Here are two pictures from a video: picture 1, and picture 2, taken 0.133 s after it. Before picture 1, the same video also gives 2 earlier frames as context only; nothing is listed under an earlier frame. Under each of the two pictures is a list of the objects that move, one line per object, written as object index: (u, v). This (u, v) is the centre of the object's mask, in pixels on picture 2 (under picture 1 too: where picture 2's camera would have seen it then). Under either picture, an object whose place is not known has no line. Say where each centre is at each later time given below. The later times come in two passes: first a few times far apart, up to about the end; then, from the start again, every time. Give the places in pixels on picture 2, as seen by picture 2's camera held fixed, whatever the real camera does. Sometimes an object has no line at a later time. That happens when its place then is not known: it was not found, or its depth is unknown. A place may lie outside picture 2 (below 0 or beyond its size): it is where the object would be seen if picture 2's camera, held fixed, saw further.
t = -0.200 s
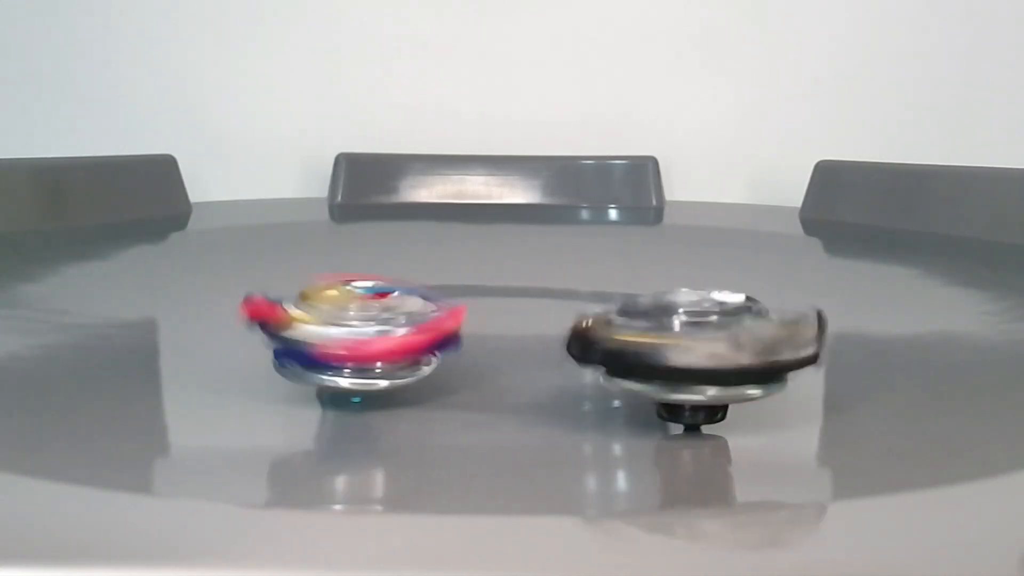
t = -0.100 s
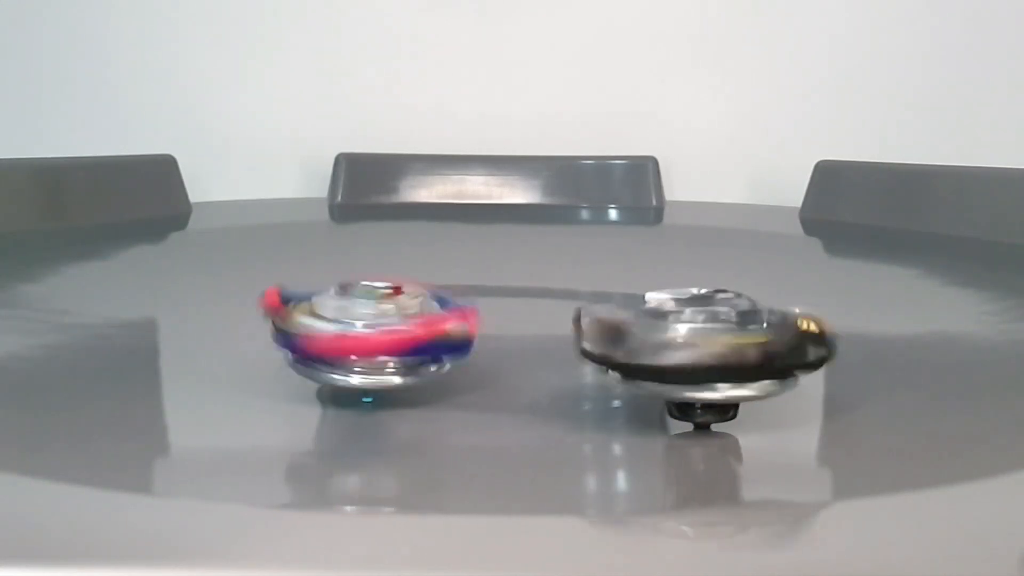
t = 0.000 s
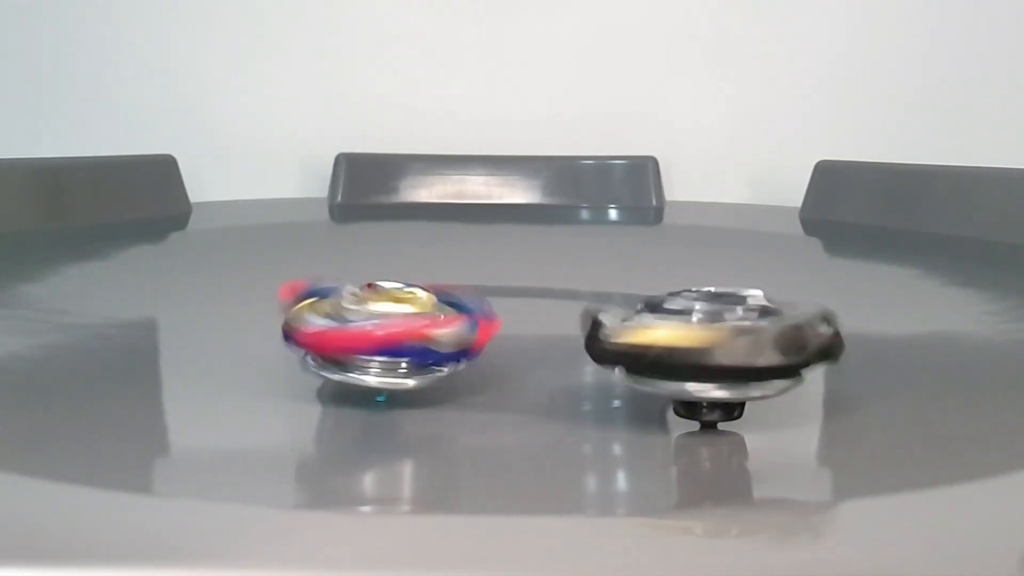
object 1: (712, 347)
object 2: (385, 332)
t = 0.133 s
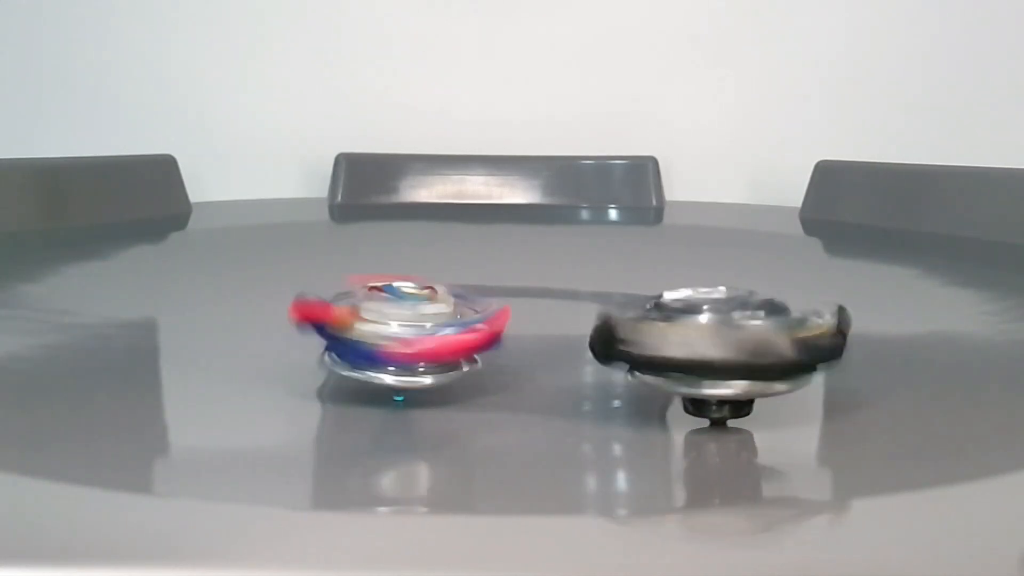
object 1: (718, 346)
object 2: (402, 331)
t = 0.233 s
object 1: (727, 344)
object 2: (415, 332)
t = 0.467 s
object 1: (735, 341)
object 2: (443, 329)
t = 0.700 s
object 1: (737, 337)
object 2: (473, 327)
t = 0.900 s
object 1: (741, 334)
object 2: (493, 327)
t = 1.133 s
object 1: (738, 330)
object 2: (516, 323)
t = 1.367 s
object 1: (765, 327)
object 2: (514, 317)
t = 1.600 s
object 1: (805, 325)
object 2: (501, 310)
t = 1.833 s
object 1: (838, 323)
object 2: (496, 304)
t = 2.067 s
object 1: (864, 318)
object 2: (489, 298)
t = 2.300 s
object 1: (881, 315)
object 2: (490, 293)
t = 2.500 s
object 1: (892, 312)
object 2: (490, 288)
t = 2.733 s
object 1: (903, 308)
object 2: (489, 283)
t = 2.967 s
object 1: (907, 303)
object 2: (494, 279)
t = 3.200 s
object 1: (900, 299)
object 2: (493, 274)
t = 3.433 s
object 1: (897, 296)
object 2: (496, 271)
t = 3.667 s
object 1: (892, 293)
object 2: (493, 267)
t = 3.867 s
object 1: (881, 290)
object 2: (495, 265)
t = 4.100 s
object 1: (870, 287)
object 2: (497, 262)
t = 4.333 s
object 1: (854, 284)
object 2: (498, 260)
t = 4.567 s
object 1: (839, 282)
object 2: (502, 256)
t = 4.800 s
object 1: (822, 280)
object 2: (503, 254)
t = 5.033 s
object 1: (805, 278)
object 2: (509, 252)
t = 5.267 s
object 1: (787, 277)
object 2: (512, 249)
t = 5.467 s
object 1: (772, 275)
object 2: (514, 247)
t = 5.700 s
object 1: (751, 274)
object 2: (519, 244)
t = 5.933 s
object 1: (733, 273)
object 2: (520, 242)
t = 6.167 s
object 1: (716, 272)
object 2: (521, 239)
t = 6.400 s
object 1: (697, 270)
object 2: (523, 236)
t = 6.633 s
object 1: (678, 269)
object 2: (525, 235)
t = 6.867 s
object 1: (661, 268)
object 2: (527, 231)
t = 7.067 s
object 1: (649, 268)
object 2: (529, 229)
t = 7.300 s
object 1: (631, 266)
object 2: (532, 227)
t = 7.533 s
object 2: (532, 223)
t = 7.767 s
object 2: (533, 221)
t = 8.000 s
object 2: (533, 218)
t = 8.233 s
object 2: (532, 216)
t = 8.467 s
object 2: (532, 214)
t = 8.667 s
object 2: (530, 211)
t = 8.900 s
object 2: (529, 211)
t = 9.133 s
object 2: (525, 212)
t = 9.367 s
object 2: (520, 210)
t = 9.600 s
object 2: (517, 211)
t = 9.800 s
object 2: (514, 212)
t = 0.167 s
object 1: (721, 345)
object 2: (407, 332)
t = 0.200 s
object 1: (723, 345)
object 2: (410, 331)
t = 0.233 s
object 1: (727, 344)
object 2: (415, 332)
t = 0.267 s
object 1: (729, 344)
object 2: (420, 331)
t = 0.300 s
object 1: (733, 344)
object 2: (423, 331)
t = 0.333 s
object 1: (732, 343)
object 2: (427, 331)
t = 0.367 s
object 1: (734, 343)
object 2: (430, 330)
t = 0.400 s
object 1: (733, 343)
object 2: (437, 330)
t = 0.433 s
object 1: (734, 342)
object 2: (441, 330)
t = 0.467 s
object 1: (735, 341)
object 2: (443, 329)
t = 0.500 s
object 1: (737, 341)
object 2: (448, 330)
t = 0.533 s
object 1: (739, 340)
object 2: (452, 329)
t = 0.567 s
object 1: (742, 340)
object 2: (455, 329)
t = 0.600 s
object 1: (740, 339)
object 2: (460, 328)
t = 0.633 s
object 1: (740, 338)
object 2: (464, 328)
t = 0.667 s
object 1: (741, 339)
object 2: (469, 329)
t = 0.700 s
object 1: (737, 337)
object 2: (473, 327)
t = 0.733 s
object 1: (740, 336)
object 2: (475, 328)
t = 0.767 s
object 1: (739, 336)
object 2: (480, 328)
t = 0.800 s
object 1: (742, 335)
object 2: (482, 328)
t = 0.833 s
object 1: (745, 335)
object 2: (487, 327)
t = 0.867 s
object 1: (741, 335)
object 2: (489, 326)
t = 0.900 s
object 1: (741, 334)
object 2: (493, 327)
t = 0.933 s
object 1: (739, 334)
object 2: (498, 327)
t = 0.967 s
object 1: (738, 333)
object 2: (502, 325)
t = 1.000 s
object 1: (739, 332)
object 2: (504, 325)
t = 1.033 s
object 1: (737, 332)
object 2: (506, 325)
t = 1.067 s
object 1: (739, 331)
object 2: (510, 324)
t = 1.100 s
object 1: (740, 331)
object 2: (513, 324)
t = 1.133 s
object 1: (738, 330)
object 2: (516, 323)
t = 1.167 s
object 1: (737, 330)
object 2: (518, 324)
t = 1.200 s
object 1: (736, 329)
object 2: (522, 323)
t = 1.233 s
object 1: (737, 329)
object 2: (523, 321)
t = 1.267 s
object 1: (746, 329)
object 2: (521, 321)
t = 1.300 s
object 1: (750, 327)
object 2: (518, 319)
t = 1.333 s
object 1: (761, 329)
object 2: (516, 318)
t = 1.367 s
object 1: (765, 327)
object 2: (514, 317)
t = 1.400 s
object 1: (774, 326)
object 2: (512, 315)
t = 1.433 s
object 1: (778, 326)
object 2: (510, 315)
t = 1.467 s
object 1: (785, 328)
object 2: (510, 315)
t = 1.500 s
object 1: (790, 327)
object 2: (507, 313)
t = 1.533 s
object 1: (792, 326)
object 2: (507, 312)
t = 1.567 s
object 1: (798, 326)
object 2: (505, 311)
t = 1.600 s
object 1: (805, 325)
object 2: (501, 310)
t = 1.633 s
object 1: (807, 325)
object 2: (502, 309)
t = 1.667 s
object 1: (816, 325)
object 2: (500, 307)
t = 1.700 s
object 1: (819, 324)
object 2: (496, 307)
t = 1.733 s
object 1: (827, 324)
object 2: (499, 307)
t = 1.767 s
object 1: (830, 323)
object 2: (497, 305)
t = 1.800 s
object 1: (837, 323)
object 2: (495, 304)
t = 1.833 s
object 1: (838, 323)
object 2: (496, 304)
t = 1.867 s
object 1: (841, 322)
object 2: (494, 303)
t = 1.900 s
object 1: (847, 322)
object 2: (492, 302)
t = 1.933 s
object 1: (847, 321)
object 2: (493, 301)
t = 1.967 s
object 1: (855, 320)
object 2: (491, 301)
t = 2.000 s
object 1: (858, 320)
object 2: (491, 300)
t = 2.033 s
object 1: (863, 319)
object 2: (492, 299)
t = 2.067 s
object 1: (864, 318)
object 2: (489, 298)
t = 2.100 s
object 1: (869, 319)
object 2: (490, 298)
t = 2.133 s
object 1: (869, 318)
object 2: (490, 297)
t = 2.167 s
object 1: (871, 317)
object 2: (488, 296)
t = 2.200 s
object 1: (876, 317)
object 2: (489, 296)
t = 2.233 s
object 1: (876, 316)
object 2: (489, 294)
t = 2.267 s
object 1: (877, 315)
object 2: (487, 293)
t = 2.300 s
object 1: (881, 315)
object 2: (490, 293)
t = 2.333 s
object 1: (886, 314)
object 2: (489, 291)
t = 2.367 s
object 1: (886, 314)
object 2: (488, 292)
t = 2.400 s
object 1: (889, 314)
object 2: (490, 291)
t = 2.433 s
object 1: (890, 314)
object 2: (489, 290)
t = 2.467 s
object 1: (890, 312)
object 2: (488, 290)
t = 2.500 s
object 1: (892, 312)
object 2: (490, 288)
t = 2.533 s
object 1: (895, 310)
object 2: (489, 288)
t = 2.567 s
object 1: (893, 310)
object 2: (489, 287)
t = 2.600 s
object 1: (897, 309)
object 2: (491, 286)
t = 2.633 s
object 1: (899, 310)
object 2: (489, 285)
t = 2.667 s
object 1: (902, 308)
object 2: (491, 285)
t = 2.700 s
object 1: (901, 308)
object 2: (491, 284)
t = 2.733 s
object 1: (903, 308)
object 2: (489, 283)
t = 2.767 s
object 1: (900, 307)
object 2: (492, 283)
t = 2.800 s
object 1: (901, 306)
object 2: (492, 281)
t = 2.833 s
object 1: (903, 305)
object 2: (491, 281)
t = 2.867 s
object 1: (901, 304)
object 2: (493, 281)
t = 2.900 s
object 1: (903, 304)
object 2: (493, 279)
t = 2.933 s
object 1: (903, 304)
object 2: (492, 279)
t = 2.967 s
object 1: (907, 303)
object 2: (494, 279)
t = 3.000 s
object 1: (904, 302)
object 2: (493, 278)
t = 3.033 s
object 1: (906, 302)
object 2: (493, 277)
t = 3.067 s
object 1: (904, 302)
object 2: (494, 276)
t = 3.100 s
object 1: (903, 300)
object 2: (492, 276)
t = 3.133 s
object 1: (903, 300)
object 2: (495, 276)
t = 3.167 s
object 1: (903, 299)
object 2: (495, 275)
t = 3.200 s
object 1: (900, 299)
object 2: (493, 274)
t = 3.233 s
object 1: (902, 298)
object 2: (496, 274)
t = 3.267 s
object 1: (902, 298)
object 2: (496, 273)
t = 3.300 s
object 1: (903, 298)
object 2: (493, 273)
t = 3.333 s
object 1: (901, 297)
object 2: (495, 272)
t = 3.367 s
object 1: (900, 298)
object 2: (495, 271)
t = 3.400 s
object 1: (898, 297)
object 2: (494, 271)
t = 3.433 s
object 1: (897, 296)
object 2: (496, 271)
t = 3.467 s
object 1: (898, 295)
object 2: (496, 270)
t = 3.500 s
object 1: (894, 295)
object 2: (494, 270)
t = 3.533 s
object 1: (895, 294)
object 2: (496, 270)
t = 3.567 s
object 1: (894, 294)
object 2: (494, 269)
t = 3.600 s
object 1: (895, 293)
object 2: (495, 269)
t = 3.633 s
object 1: (891, 293)
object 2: (495, 267)
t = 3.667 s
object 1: (892, 293)
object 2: (493, 267)
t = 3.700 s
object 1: (888, 293)
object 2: (496, 267)
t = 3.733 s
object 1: (886, 292)
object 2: (496, 266)
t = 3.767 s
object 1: (886, 292)
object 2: (494, 266)
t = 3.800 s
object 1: (883, 291)
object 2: (496, 266)
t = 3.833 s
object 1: (882, 290)
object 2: (496, 265)
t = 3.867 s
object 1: (881, 290)
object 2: (495, 265)
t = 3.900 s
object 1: (882, 290)
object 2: (496, 264)
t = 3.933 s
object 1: (879, 290)
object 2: (496, 264)
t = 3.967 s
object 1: (877, 289)
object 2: (495, 263)
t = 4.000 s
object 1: (875, 289)
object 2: (497, 263)
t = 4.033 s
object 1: (872, 288)
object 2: (496, 263)
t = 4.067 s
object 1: (870, 288)
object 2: (496, 263)
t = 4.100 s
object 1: (870, 287)
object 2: (497, 262)
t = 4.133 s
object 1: (864, 287)
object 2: (496, 262)
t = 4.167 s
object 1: (865, 286)
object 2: (497, 261)
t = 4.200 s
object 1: (863, 286)
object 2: (498, 260)
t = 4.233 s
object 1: (863, 286)
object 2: (496, 261)
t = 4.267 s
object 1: (859, 285)
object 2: (499, 260)
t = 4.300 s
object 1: (858, 285)
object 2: (499, 259)
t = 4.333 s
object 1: (854, 284)
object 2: (498, 260)
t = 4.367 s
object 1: (852, 284)
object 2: (500, 259)
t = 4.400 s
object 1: (851, 284)
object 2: (500, 258)
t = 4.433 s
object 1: (847, 283)
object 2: (499, 258)
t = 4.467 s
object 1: (845, 283)
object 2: (501, 257)
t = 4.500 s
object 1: (843, 283)
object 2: (501, 257)
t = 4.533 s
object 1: (843, 283)
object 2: (500, 257)
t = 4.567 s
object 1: (839, 282)
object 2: (502, 256)
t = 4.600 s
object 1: (838, 282)
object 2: (503, 256)
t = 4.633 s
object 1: (835, 282)
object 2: (502, 257)
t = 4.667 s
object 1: (831, 281)
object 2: (504, 255)
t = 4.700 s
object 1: (829, 281)
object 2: (503, 256)
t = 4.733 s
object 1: (827, 281)
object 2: (504, 256)
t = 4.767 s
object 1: (823, 280)
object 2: (505, 254)
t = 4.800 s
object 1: (822, 280)
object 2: (503, 254)
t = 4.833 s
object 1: (820, 280)
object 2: (506, 254)
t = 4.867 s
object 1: (819, 280)
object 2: (507, 253)
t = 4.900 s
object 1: (815, 280)
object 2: (506, 254)
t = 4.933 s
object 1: (813, 280)
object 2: (508, 253)
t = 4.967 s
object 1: (809, 279)
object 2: (508, 252)
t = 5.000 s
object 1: (806, 278)
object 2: (508, 253)
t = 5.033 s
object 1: (805, 278)
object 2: (509, 252)
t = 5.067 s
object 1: (800, 278)
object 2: (509, 251)
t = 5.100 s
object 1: (800, 278)
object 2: (510, 252)
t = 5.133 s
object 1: (797, 278)
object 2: (512, 251)
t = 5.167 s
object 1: (796, 278)
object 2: (512, 250)
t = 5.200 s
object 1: (792, 277)
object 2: (511, 251)
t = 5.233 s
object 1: (791, 277)
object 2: (512, 250)
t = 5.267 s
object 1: (787, 277)
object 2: (512, 249)
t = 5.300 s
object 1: (783, 276)
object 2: (512, 250)
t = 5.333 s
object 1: (781, 276)
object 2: (514, 248)
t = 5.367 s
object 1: (778, 276)
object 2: (512, 248)
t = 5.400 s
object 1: (775, 276)
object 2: (516, 248)
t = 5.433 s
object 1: (773, 275)
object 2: (515, 247)
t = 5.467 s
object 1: (772, 275)
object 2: (514, 247)
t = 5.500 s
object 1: (770, 276)
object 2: (516, 248)
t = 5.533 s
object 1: (767, 276)
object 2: (517, 246)
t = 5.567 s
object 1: (764, 275)
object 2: (516, 247)
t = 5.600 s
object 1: (760, 275)
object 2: (516, 246)
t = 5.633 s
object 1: (756, 275)
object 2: (517, 245)
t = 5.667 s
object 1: (755, 274)
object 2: (518, 245)
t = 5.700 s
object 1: (751, 274)
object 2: (519, 244)
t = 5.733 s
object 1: (753, 272)
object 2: (519, 244)
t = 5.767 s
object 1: (747, 274)
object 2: (519, 245)
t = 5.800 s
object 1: (746, 274)
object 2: (520, 244)
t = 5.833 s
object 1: (742, 273)
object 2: (519, 243)
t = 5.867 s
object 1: (740, 274)
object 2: (520, 243)
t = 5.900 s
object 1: (737, 273)
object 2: (520, 242)
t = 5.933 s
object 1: (733, 273)
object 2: (520, 242)
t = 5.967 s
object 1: (731, 273)
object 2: (522, 242)
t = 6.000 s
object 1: (727, 272)
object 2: (521, 241)
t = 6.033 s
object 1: (725, 272)
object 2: (521, 241)
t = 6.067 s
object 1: (723, 272)
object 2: (521, 241)
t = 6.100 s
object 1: (722, 272)
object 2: (521, 240)
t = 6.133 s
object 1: (719, 272)
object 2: (522, 241)
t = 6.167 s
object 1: (716, 272)
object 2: (521, 239)
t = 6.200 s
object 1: (713, 272)
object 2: (521, 239)
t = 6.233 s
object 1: (709, 272)
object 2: (522, 239)
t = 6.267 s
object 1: (707, 271)
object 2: (523, 238)
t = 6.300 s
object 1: (705, 271)
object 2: (523, 237)
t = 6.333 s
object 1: (701, 271)
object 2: (523, 238)
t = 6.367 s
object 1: (700, 271)
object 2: (522, 237)
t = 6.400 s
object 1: (697, 270)
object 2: (523, 236)
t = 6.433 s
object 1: (696, 271)
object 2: (523, 237)
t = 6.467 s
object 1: (692, 270)
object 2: (522, 235)
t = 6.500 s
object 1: (690, 270)
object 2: (523, 235)
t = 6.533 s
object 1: (687, 270)
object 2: (525, 235)
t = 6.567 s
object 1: (683, 270)
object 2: (524, 235)
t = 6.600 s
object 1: (681, 270)
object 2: (525, 234)
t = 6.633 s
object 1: (678, 269)
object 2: (525, 235)
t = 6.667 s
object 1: (677, 269)
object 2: (525, 234)
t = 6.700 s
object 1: (674, 269)
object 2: (526, 233)
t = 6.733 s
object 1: (673, 269)
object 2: (526, 233)
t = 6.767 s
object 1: (670, 269)
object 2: (525, 232)
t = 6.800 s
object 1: (668, 269)
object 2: (526, 233)
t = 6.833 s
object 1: (665, 269)
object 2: (527, 232)
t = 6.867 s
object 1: (661, 268)
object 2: (527, 231)
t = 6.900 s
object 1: (658, 269)
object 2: (528, 231)
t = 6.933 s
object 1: (657, 268)
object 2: (528, 231)
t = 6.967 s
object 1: (653, 268)
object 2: (528, 231)
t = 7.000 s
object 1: (652, 268)
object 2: (529, 231)
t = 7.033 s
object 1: (650, 268)
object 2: (528, 230)
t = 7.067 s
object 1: (649, 268)
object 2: (529, 229)
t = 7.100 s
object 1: (645, 268)
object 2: (530, 229)
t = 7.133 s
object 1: (643, 268)
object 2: (530, 229)
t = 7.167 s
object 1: (640, 267)
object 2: (531, 228)
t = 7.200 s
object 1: (637, 267)
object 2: (531, 228)
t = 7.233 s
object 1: (635, 267)
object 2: (531, 228)
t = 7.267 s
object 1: (632, 266)
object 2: (531, 228)
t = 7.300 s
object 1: (631, 266)
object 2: (532, 227)
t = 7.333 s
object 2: (531, 226)
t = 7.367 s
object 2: (533, 226)
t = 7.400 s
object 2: (532, 226)
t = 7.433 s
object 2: (532, 225)
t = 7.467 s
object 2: (532, 225)
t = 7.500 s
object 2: (533, 225)
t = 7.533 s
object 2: (532, 223)
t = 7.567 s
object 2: (532, 224)
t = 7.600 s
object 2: (532, 223)
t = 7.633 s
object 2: (533, 222)
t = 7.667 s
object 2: (533, 222)
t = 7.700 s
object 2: (533, 222)
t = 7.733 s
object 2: (533, 221)
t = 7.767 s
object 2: (533, 221)
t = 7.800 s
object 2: (532, 220)
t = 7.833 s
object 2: (534, 219)
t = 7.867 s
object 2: (533, 219)
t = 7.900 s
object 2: (531, 218)
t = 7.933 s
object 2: (533, 218)
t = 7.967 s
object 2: (534, 219)
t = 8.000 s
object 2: (533, 218)
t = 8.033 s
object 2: (533, 219)
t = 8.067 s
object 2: (534, 218)
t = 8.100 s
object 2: (533, 215)
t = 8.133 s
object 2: (532, 216)
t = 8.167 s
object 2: (533, 217)
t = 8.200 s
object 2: (532, 215)
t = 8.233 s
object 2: (532, 216)
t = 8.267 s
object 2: (533, 214)
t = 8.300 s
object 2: (533, 213)
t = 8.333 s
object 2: (533, 214)
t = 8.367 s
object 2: (532, 213)
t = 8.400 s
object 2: (531, 213)
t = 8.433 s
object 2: (532, 213)
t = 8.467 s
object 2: (532, 214)
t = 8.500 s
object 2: (531, 211)
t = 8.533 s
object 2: (532, 212)
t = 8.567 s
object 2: (531, 212)
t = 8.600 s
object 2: (530, 212)
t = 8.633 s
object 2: (530, 212)
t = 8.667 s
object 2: (530, 211)
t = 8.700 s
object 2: (530, 213)
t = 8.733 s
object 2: (529, 212)
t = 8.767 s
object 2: (529, 210)
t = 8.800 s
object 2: (528, 212)
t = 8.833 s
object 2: (529, 210)
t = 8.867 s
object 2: (529, 210)
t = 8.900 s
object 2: (529, 211)
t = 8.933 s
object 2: (527, 213)
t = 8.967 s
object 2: (527, 212)
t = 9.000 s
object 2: (527, 211)
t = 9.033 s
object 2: (526, 210)
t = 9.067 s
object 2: (525, 209)
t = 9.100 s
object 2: (525, 212)
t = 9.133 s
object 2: (525, 212)
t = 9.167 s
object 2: (524, 210)
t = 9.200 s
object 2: (524, 210)
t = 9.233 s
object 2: (524, 211)
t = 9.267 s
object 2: (522, 210)
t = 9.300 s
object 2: (522, 212)
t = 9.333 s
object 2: (522, 210)
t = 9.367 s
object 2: (520, 210)
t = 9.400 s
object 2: (520, 212)
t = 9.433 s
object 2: (521, 212)
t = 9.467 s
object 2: (519, 211)
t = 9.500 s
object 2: (518, 211)
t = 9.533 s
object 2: (519, 212)
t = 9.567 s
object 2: (517, 211)
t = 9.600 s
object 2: (517, 211)
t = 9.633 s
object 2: (516, 211)
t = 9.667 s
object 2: (515, 212)
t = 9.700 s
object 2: (515, 212)
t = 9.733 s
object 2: (516, 211)
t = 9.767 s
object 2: (514, 212)
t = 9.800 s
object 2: (514, 212)
